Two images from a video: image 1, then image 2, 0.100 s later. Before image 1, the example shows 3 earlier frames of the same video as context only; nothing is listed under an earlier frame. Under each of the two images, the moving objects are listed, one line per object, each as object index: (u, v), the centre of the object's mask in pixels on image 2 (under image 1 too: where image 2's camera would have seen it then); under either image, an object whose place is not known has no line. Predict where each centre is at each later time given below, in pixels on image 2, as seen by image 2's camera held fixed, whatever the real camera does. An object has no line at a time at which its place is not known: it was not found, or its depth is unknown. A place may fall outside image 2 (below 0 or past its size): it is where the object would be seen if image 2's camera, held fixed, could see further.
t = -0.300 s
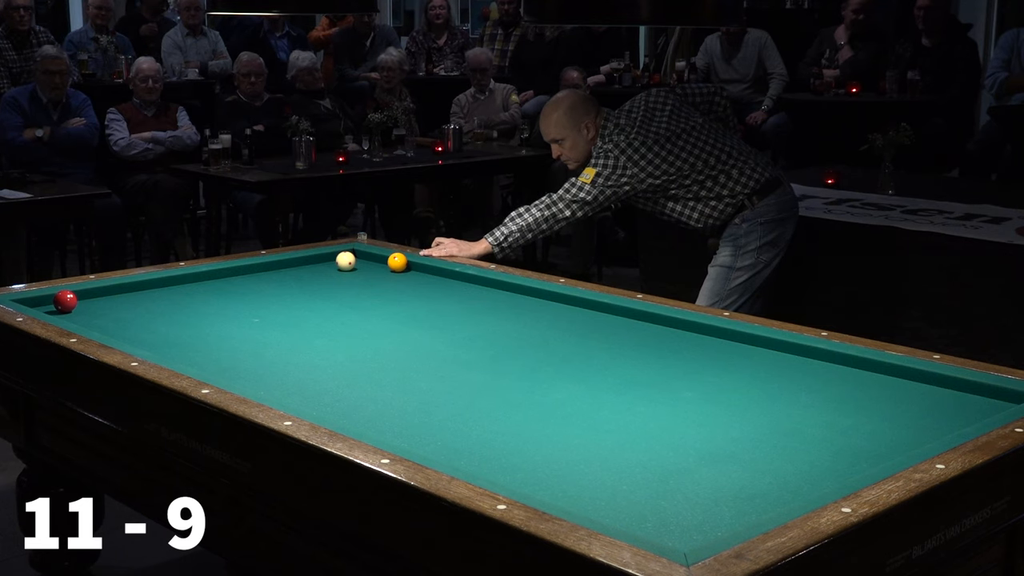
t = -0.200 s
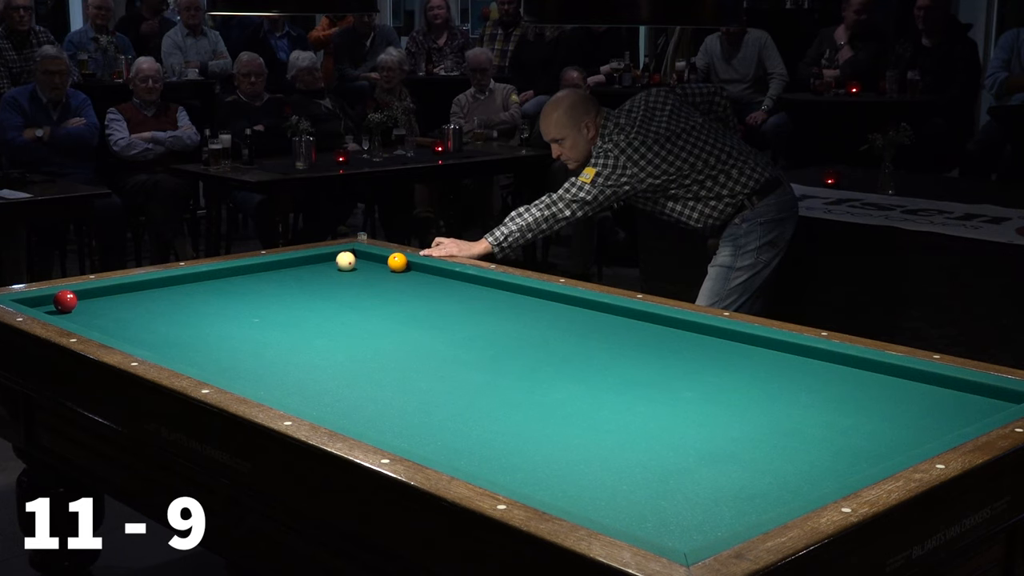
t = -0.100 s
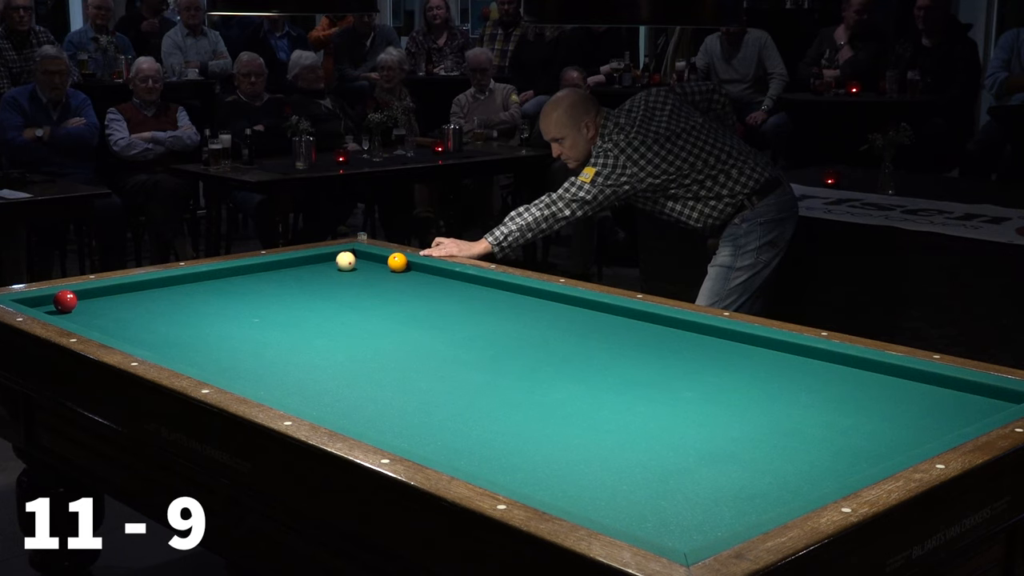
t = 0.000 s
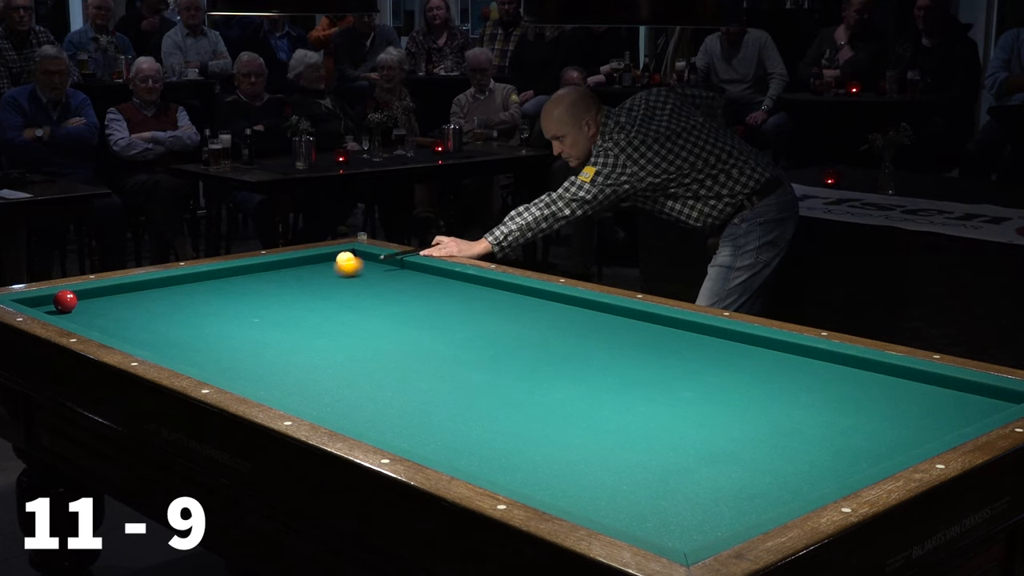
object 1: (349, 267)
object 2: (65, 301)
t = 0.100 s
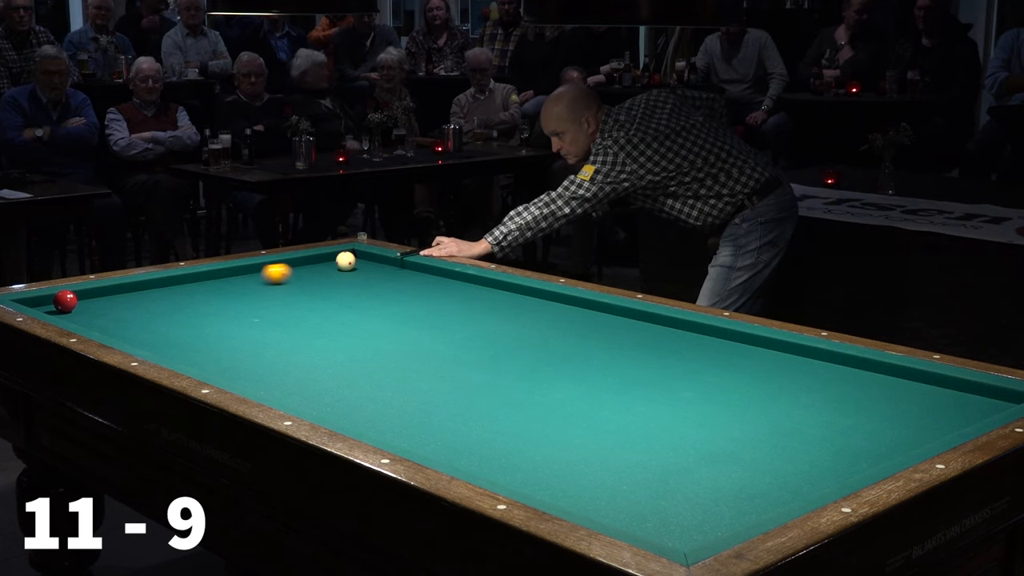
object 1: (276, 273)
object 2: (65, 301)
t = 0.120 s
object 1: (261, 275)
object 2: (65, 301)
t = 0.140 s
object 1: (246, 276)
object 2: (65, 301)
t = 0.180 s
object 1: (216, 279)
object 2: (65, 301)
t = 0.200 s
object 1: (200, 281)
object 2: (65, 301)
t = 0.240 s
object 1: (169, 284)
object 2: (65, 301)
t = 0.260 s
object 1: (153, 285)
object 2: (65, 301)
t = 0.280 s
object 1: (136, 287)
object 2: (65, 301)
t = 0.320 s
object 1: (104, 290)
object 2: (65, 301)
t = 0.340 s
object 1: (89, 292)
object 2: (65, 301)
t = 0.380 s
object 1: (70, 291)
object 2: (64, 302)
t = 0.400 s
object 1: (54, 294)
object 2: (63, 304)
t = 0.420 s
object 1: (49, 295)
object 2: (61, 305)
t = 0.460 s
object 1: (42, 299)
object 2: (58, 308)
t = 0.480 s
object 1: (38, 300)
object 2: (56, 309)
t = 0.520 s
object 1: (31, 302)
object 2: (59, 311)
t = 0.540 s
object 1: (36, 302)
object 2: (64, 312)
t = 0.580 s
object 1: (47, 302)
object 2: (73, 313)
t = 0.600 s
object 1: (52, 303)
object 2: (77, 314)
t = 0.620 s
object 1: (56, 302)
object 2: (81, 314)
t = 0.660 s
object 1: (66, 302)
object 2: (88, 315)
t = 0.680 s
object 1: (70, 301)
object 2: (93, 315)
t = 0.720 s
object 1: (79, 300)
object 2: (101, 315)
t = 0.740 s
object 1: (83, 300)
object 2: (104, 316)
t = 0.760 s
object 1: (88, 299)
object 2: (109, 316)
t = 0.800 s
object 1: (96, 299)
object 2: (118, 317)
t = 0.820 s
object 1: (100, 299)
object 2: (122, 317)
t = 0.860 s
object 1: (108, 298)
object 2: (130, 317)
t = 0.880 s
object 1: (113, 297)
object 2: (134, 317)
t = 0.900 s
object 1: (117, 297)
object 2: (138, 318)
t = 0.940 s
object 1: (125, 296)
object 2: (147, 318)
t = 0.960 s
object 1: (129, 296)
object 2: (151, 318)
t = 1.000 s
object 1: (137, 295)
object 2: (159, 318)
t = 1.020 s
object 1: (141, 295)
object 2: (163, 318)
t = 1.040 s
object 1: (145, 294)
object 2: (167, 319)
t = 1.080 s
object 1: (154, 294)
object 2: (175, 319)
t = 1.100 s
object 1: (158, 293)
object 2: (180, 319)
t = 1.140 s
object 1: (166, 293)
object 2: (188, 319)
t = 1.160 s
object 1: (170, 293)
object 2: (192, 320)
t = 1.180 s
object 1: (173, 292)
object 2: (196, 320)
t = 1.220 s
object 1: (181, 291)
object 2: (204, 320)
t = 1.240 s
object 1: (185, 291)
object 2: (208, 321)
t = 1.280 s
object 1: (193, 291)
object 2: (216, 321)
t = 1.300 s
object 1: (197, 290)
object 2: (220, 321)
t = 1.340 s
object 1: (204, 289)
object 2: (228, 322)
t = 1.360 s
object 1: (208, 289)
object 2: (232, 322)
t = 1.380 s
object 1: (212, 289)
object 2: (236, 322)
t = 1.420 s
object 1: (220, 288)
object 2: (244, 322)
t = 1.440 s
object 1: (223, 288)
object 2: (248, 322)
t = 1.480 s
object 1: (230, 287)
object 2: (256, 323)
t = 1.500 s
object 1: (234, 287)
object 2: (261, 323)
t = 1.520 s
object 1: (238, 287)
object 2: (265, 323)
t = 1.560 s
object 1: (245, 286)
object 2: (273, 323)
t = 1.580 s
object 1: (248, 286)
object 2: (277, 324)
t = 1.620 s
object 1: (256, 285)
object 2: (285, 324)
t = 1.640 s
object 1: (259, 285)
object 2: (289, 324)
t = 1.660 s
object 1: (263, 285)
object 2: (293, 325)
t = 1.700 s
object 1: (270, 284)
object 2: (301, 325)
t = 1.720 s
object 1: (273, 284)
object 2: (305, 325)
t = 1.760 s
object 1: (280, 283)
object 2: (313, 326)
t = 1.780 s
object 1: (283, 283)
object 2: (317, 326)
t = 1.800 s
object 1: (287, 283)
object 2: (320, 326)
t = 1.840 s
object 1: (294, 282)
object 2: (328, 327)
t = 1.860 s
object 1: (297, 282)
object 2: (332, 327)
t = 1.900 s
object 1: (304, 281)
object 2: (340, 327)
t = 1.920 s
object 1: (307, 281)
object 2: (344, 327)
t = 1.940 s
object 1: (310, 280)
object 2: (348, 327)
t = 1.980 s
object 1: (317, 280)
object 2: (356, 328)
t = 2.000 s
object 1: (320, 280)
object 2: (360, 328)
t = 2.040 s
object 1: (327, 279)
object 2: (368, 328)
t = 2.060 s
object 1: (330, 279)
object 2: (372, 328)
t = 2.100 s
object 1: (337, 278)
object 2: (380, 329)
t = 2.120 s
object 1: (340, 278)
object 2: (384, 329)
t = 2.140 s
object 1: (343, 278)
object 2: (388, 329)
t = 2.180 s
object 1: (350, 277)
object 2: (396, 329)
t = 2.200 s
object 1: (353, 277)
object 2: (399, 330)
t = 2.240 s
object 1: (359, 276)
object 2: (407, 330)
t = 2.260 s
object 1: (362, 276)
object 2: (411, 330)
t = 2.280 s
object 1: (365, 276)
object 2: (415, 330)
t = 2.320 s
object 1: (372, 275)
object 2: (423, 331)
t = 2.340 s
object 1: (375, 275)
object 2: (427, 331)
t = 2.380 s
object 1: (381, 275)
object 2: (434, 331)
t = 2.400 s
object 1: (384, 274)
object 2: (438, 332)
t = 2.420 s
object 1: (387, 274)
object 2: (442, 332)
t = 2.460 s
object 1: (393, 274)
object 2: (450, 332)
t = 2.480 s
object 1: (396, 274)
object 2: (454, 332)
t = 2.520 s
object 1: (402, 273)
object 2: (462, 333)
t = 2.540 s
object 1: (405, 273)
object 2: (465, 333)
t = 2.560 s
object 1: (408, 272)
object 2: (469, 333)
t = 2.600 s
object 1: (413, 272)
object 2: (477, 333)
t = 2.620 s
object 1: (417, 272)
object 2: (481, 334)
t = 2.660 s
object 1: (422, 271)
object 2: (488, 334)
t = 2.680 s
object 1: (425, 271)
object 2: (492, 334)
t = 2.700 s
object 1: (428, 271)
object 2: (496, 334)
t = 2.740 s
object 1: (434, 271)
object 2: (504, 334)
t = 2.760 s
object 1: (435, 271)
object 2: (507, 335)
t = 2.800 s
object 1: (432, 271)
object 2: (515, 335)
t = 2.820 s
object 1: (432, 271)
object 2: (519, 335)
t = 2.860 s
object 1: (430, 272)
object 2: (527, 336)
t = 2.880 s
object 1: (429, 272)
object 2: (530, 336)
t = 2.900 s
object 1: (428, 272)
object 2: (534, 336)
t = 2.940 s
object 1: (426, 273)
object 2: (542, 336)
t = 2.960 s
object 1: (425, 273)
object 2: (545, 336)
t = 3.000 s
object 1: (424, 274)
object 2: (553, 337)
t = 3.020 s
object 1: (423, 274)
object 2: (557, 337)
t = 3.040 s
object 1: (422, 274)
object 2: (560, 337)
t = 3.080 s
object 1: (420, 275)
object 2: (568, 338)
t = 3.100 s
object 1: (419, 275)
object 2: (572, 338)
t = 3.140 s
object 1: (418, 276)
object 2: (579, 338)
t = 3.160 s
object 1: (417, 276)
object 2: (583, 338)
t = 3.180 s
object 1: (416, 277)
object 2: (586, 339)
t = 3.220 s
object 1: (414, 277)
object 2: (594, 339)
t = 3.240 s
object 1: (414, 277)
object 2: (597, 339)
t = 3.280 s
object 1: (412, 278)
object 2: (605, 340)
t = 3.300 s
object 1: (411, 278)
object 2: (608, 340)
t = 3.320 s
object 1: (410, 279)
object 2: (612, 340)
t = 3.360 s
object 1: (408, 279)
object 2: (620, 341)
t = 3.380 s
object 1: (407, 279)
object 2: (623, 341)
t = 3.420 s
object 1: (406, 280)
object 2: (630, 341)
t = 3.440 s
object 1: (405, 280)
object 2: (634, 341)
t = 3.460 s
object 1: (404, 280)
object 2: (638, 341)
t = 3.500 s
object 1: (403, 281)
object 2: (645, 342)
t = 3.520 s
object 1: (402, 281)
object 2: (649, 342)
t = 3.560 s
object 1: (400, 282)
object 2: (656, 342)
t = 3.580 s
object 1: (399, 282)
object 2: (660, 342)
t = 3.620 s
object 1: (398, 282)
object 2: (667, 343)
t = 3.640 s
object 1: (397, 283)
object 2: (671, 343)
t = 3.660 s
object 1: (397, 283)
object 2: (674, 343)
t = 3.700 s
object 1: (395, 284)
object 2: (681, 344)
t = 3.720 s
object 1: (394, 284)
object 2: (685, 344)
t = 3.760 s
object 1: (393, 284)
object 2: (692, 344)
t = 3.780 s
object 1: (392, 285)
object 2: (695, 344)
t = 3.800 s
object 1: (391, 285)
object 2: (699, 345)
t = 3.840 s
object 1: (390, 286)
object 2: (706, 345)
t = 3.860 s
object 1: (389, 286)
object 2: (709, 345)
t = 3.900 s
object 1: (387, 286)
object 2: (717, 345)
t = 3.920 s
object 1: (387, 287)
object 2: (720, 345)
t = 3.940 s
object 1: (386, 287)
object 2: (723, 346)
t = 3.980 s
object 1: (385, 287)
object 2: (731, 346)
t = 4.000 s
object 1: (384, 287)
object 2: (734, 346)
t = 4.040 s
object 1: (382, 288)
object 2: (741, 347)
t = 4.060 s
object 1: (382, 288)
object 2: (745, 347)
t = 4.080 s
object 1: (381, 288)
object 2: (748, 347)
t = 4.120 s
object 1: (380, 289)
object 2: (755, 347)
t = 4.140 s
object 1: (379, 289)
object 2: (758, 348)
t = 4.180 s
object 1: (377, 290)
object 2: (765, 348)
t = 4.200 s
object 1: (377, 290)
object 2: (769, 348)
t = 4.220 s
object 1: (376, 290)
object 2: (772, 348)
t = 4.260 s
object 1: (375, 291)
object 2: (779, 349)
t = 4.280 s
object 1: (374, 291)
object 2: (783, 349)
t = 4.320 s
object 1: (373, 292)
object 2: (789, 349)
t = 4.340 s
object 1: (372, 292)
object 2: (793, 349)
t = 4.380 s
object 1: (371, 292)
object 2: (800, 350)
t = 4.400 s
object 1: (370, 292)
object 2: (801, 350)
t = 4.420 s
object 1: (370, 293)
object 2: (802, 351)
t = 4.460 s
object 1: (368, 293)
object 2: (804, 352)
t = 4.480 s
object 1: (368, 294)
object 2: (805, 352)
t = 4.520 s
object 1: (367, 294)
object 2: (807, 353)
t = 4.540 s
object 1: (366, 294)
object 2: (808, 354)
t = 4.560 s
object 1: (365, 294)
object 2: (809, 354)
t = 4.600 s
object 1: (364, 295)
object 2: (812, 356)
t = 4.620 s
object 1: (363, 295)
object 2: (812, 356)
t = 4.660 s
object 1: (362, 295)
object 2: (815, 357)
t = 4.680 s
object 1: (362, 296)
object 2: (816, 358)
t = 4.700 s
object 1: (361, 296)
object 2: (817, 358)
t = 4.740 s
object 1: (360, 296)
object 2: (819, 359)
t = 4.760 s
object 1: (359, 297)
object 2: (820, 360)
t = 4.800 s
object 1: (358, 297)
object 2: (822, 361)
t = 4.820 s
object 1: (357, 297)
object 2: (823, 361)
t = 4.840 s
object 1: (357, 297)
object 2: (824, 362)
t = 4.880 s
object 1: (356, 298)
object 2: (826, 363)
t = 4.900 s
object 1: (355, 298)
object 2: (827, 363)
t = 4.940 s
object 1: (354, 299)
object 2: (830, 364)
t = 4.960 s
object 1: (353, 299)
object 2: (831, 365)
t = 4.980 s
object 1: (353, 299)
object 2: (832, 365)
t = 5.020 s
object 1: (352, 299)
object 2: (834, 366)
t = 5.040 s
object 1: (351, 300)
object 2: (835, 367)
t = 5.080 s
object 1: (350, 300)
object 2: (837, 368)
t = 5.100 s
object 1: (350, 300)
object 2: (838, 368)
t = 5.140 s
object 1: (349, 301)
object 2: (840, 369)
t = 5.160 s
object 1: (348, 301)
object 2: (841, 370)
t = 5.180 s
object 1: (348, 301)
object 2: (842, 371)
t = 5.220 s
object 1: (346, 302)
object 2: (844, 371)
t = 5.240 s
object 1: (346, 302)
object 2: (845, 372)
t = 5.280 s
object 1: (345, 302)
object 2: (847, 373)
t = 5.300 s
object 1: (344, 302)
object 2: (848, 373)
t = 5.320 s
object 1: (344, 302)
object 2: (849, 374)
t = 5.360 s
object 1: (343, 303)
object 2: (851, 375)
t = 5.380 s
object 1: (342, 303)
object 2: (852, 375)
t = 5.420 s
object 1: (341, 303)
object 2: (854, 376)
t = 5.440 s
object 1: (341, 303)
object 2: (855, 377)
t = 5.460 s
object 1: (341, 304)
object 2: (856, 377)
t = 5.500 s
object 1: (340, 304)
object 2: (858, 378)
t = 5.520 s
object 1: (339, 304)
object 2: (859, 379)
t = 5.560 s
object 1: (338, 304)
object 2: (861, 380)
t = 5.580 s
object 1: (338, 305)
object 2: (862, 380)
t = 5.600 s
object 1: (337, 305)
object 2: (863, 381)
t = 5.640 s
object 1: (336, 305)
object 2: (865, 382)
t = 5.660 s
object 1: (336, 305)
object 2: (866, 382)
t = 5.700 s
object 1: (335, 306)
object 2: (868, 383)
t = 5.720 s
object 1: (335, 306)
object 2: (869, 384)
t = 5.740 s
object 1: (334, 306)
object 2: (870, 384)
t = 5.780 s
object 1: (334, 306)
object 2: (872, 385)
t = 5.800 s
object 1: (333, 306)
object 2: (873, 386)
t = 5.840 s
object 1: (332, 307)
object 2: (875, 387)
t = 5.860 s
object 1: (332, 307)
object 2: (876, 387)
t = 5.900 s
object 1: (331, 307)
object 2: (878, 388)
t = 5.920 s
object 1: (331, 308)
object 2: (879, 388)
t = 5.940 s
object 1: (330, 308)
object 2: (880, 389)
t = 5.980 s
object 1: (329, 308)
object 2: (882, 390)
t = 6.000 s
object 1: (329, 308)
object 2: (883, 390)
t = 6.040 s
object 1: (328, 308)
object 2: (885, 391)
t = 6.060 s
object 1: (328, 308)
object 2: (886, 391)
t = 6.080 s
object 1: (328, 309)
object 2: (887, 392)
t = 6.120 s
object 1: (327, 309)
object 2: (889, 393)
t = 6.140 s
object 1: (327, 309)
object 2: (890, 394)
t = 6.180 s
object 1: (326, 309)
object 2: (891, 394)
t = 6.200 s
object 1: (326, 309)
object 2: (893, 395)
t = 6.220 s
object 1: (325, 310)
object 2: (893, 395)
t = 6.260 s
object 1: (325, 310)
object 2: (895, 396)
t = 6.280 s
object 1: (324, 310)
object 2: (896, 397)
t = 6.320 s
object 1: (324, 310)
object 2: (898, 398)
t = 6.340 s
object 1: (323, 310)
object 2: (899, 398)
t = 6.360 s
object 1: (323, 310)
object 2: (900, 399)
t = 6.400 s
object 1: (322, 311)
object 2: (902, 399)
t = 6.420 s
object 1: (322, 311)
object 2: (903, 400)
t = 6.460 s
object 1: (321, 311)
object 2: (904, 401)
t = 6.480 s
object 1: (321, 311)
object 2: (905, 401)
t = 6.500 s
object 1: (321, 311)
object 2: (906, 401)
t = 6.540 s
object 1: (320, 311)
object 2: (908, 402)
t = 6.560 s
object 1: (320, 312)
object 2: (909, 403)
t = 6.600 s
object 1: (320, 312)
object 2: (911, 404)
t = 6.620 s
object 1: (319, 312)
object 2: (912, 404)
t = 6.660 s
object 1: (319, 312)
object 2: (913, 405)
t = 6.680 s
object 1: (319, 312)
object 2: (914, 405)
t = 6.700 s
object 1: (318, 312)
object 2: (915, 406)
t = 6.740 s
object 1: (318, 313)
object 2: (917, 406)
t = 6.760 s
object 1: (317, 313)
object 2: (917, 407)
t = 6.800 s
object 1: (317, 313)
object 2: (919, 408)
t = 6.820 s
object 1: (317, 313)
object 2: (920, 408)
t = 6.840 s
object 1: (316, 313)
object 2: (920, 408)
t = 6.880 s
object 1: (316, 313)
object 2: (922, 409)
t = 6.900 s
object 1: (316, 313)
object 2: (923, 409)
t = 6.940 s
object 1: (315, 313)
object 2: (925, 410)
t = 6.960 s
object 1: (315, 313)
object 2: (925, 411)
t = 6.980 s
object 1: (315, 313)
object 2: (926, 411)
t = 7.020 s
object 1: (315, 314)
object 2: (928, 412)
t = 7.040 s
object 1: (314, 314)
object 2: (929, 412)
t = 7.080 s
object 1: (314, 314)
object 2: (930, 413)
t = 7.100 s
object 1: (314, 314)
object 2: (931, 413)
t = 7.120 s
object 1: (314, 314)
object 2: (932, 414)
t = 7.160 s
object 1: (313, 314)
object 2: (933, 414)
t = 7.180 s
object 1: (313, 314)
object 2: (934, 415)
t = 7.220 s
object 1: (313, 314)
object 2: (935, 415)
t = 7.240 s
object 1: (313, 314)
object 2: (936, 416)
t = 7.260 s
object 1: (313, 314)
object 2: (937, 416)
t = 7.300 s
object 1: (312, 314)
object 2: (938, 417)
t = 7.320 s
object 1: (312, 315)
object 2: (939, 417)
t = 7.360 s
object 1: (312, 315)
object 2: (941, 418)
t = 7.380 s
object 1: (312, 315)
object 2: (941, 418)
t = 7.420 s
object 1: (311, 315)
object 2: (943, 419)
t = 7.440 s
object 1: (311, 315)
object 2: (943, 419)
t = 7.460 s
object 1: (311, 315)
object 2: (944, 419)
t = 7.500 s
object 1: (311, 315)
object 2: (945, 420)
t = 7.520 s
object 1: (311, 315)
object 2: (946, 420)
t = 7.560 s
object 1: (311, 315)
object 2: (947, 420)
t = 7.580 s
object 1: (311, 315)
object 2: (948, 420)
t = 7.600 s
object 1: (311, 315)
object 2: (948, 421)
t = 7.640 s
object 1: (311, 315)
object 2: (949, 421)
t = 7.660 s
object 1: (311, 315)
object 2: (950, 421)
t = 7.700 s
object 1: (311, 315)
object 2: (951, 421)
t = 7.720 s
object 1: (311, 315)
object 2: (951, 421)
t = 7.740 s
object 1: (311, 315)
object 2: (952, 421)
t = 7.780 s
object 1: (311, 315)
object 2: (953, 422)
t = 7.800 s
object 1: (311, 315)
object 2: (953, 422)
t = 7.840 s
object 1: (311, 315)
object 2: (954, 422)
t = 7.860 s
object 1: (311, 315)
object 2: (954, 422)
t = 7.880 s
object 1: (311, 315)
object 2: (954, 422)
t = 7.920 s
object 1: (311, 315)
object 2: (953, 422)
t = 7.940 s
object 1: (311, 315)
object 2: (953, 422)
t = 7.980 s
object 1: (311, 315)
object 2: (952, 422)
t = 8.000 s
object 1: (311, 315)
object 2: (951, 422)
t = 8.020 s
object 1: (311, 315)
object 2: (951, 422)
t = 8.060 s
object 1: (311, 315)
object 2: (949, 423)
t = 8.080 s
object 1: (311, 315)
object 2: (949, 423)
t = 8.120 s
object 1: (311, 315)
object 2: (948, 423)
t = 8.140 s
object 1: (311, 315)
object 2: (948, 423)
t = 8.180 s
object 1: (311, 315)
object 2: (947, 423)
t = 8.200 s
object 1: (311, 315)
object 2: (947, 423)
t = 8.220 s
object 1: (311, 315)
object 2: (946, 423)
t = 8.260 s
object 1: (311, 315)
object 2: (945, 423)
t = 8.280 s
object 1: (311, 315)
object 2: (945, 423)
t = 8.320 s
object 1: (311, 315)
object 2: (944, 423)
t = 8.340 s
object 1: (311, 315)
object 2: (944, 423)
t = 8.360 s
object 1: (311, 315)
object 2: (943, 423)
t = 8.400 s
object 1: (311, 315)
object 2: (943, 423)
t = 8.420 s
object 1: (311, 315)
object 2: (943, 423)
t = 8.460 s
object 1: (311, 315)
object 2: (942, 423)
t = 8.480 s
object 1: (311, 315)
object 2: (941, 423)
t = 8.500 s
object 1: (311, 315)
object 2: (941, 423)
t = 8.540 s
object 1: (311, 315)
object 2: (940, 423)
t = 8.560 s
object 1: (311, 315)
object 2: (940, 424)
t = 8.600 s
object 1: (311, 315)
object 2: (940, 423)
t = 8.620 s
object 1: (311, 315)
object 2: (939, 423)
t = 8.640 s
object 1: (311, 315)
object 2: (939, 423)
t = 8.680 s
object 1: (311, 315)
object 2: (939, 423)
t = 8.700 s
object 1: (311, 315)
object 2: (938, 423)
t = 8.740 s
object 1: (311, 315)
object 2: (938, 423)
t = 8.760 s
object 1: (311, 315)
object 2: (938, 423)
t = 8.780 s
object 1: (311, 315)
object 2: (938, 423)
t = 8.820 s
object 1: (311, 315)
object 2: (937, 424)
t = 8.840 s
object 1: (311, 315)
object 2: (938, 423)
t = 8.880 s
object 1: (311, 315)
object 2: (937, 424)
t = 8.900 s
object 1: (311, 315)
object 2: (937, 423)
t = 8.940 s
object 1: (311, 315)
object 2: (936, 424)
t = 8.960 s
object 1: (311, 315)
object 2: (936, 423)
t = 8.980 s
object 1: (311, 315)
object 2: (936, 424)
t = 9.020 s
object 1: (311, 315)
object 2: (936, 424)
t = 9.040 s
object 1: (311, 315)
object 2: (936, 424)
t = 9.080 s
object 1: (311, 315)
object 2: (936, 424)
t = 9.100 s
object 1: (311, 315)
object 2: (936, 424)
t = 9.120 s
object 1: (311, 315)
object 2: (936, 424)
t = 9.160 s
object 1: (311, 315)
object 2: (936, 423)
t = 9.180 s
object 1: (311, 315)
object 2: (936, 423)
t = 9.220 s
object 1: (311, 315)
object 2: (935, 424)
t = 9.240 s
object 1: (311, 315)
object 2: (935, 424)
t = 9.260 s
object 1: (311, 315)
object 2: (935, 424)
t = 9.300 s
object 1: (311, 315)
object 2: (935, 424)
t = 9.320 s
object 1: (311, 315)
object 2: (935, 423)
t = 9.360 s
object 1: (311, 315)
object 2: (935, 424)
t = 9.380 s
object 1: (311, 315)
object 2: (935, 424)
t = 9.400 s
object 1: (311, 315)
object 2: (935, 424)
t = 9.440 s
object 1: (311, 315)
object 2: (935, 423)
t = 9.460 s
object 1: (311, 315)
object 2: (935, 423)
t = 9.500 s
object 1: (311, 315)
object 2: (935, 423)
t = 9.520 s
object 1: (311, 315)
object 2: (935, 423)
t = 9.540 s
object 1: (311, 315)
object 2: (935, 423)
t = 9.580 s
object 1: (311, 315)
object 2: (935, 423)
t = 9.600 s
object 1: (311, 315)
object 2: (935, 423)
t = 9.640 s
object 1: (311, 315)
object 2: (935, 423)
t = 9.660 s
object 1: (311, 315)
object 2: (935, 423)
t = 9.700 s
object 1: (311, 315)
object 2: (935, 423)
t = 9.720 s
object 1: (311, 315)
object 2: (935, 423)
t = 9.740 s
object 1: (311, 315)
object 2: (935, 423)
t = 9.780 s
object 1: (311, 315)
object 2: (935, 423)
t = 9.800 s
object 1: (311, 315)
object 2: (935, 423)
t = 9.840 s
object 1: (311, 315)
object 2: (935, 423)
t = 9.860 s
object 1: (311, 315)
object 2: (935, 423)
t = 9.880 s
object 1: (311, 315)
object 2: (935, 423)
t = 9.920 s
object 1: (311, 315)
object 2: (935, 423)
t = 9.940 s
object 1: (311, 315)
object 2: (935, 423)
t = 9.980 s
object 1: (311, 315)
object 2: (935, 423)
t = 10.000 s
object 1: (311, 315)
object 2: (935, 423)
